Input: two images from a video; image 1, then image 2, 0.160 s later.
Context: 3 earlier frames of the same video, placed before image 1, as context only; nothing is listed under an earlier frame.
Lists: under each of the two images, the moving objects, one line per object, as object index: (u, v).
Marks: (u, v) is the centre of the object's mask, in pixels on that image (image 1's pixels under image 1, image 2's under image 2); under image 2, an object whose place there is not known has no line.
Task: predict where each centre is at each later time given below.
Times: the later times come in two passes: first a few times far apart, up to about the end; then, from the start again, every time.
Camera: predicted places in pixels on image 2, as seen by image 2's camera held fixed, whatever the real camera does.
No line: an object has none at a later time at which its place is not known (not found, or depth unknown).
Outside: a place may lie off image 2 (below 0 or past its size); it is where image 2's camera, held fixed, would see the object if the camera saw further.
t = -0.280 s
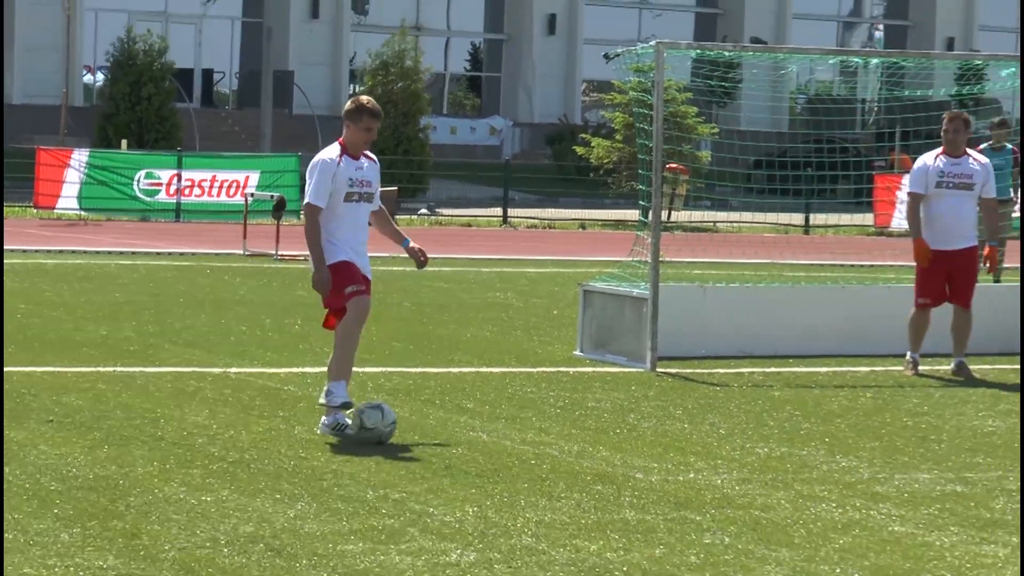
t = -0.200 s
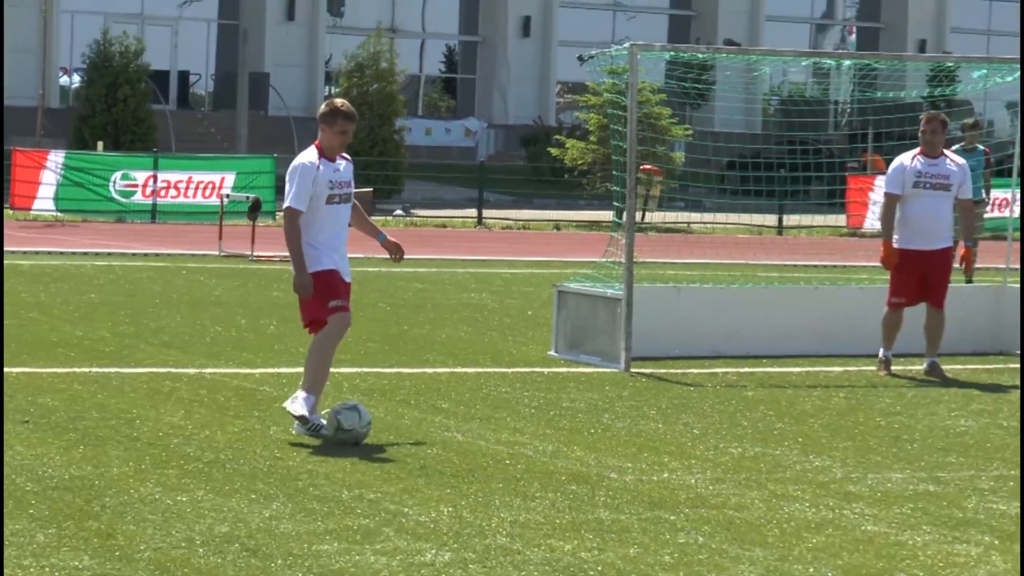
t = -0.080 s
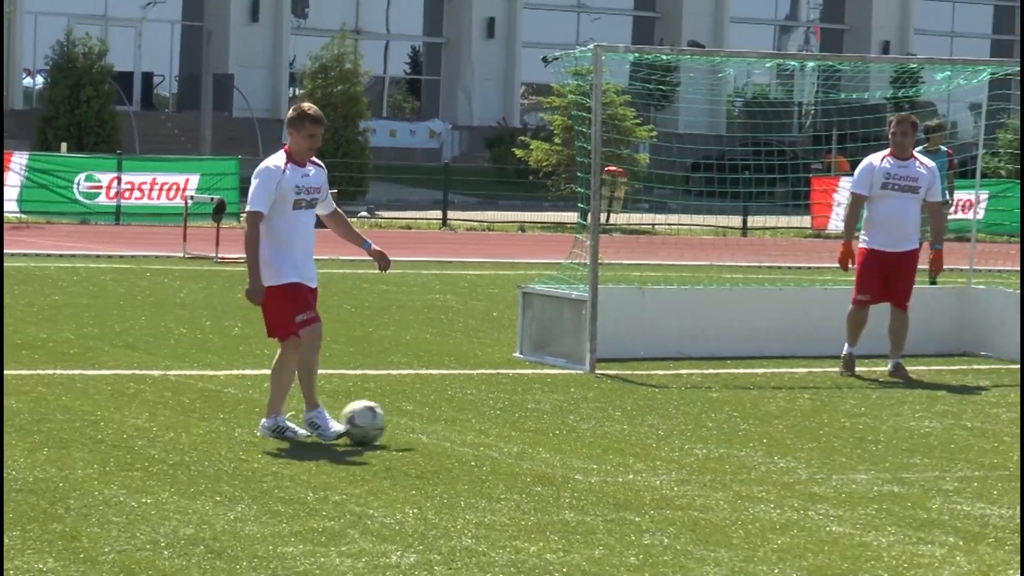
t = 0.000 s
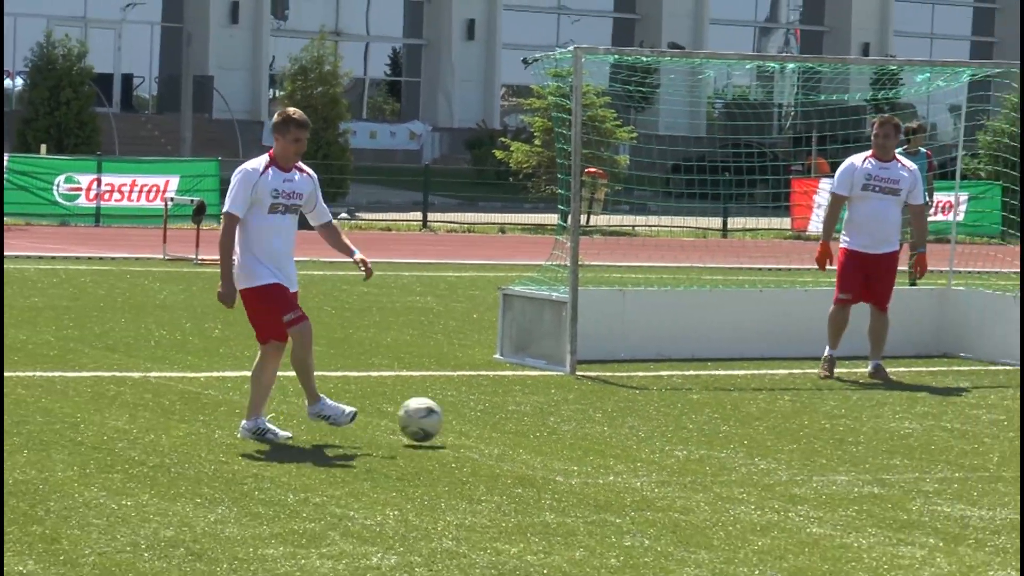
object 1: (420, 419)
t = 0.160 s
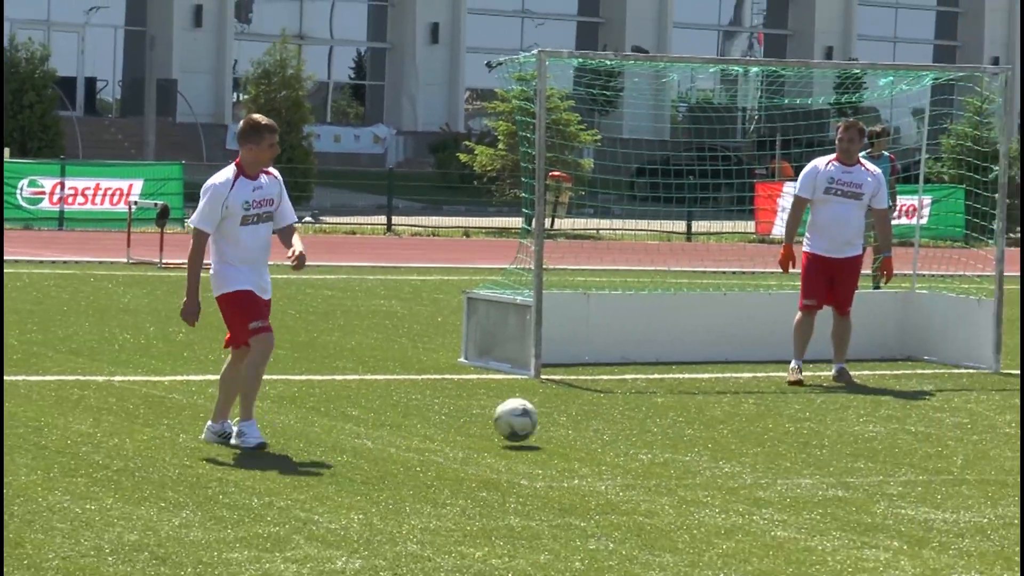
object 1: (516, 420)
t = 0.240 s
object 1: (571, 422)
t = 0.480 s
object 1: (701, 425)
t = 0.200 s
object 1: (543, 420)
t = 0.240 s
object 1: (571, 422)
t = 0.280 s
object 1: (598, 427)
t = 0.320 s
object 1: (620, 423)
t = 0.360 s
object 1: (641, 419)
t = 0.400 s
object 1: (661, 419)
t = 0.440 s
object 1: (681, 422)
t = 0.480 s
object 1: (701, 425)
